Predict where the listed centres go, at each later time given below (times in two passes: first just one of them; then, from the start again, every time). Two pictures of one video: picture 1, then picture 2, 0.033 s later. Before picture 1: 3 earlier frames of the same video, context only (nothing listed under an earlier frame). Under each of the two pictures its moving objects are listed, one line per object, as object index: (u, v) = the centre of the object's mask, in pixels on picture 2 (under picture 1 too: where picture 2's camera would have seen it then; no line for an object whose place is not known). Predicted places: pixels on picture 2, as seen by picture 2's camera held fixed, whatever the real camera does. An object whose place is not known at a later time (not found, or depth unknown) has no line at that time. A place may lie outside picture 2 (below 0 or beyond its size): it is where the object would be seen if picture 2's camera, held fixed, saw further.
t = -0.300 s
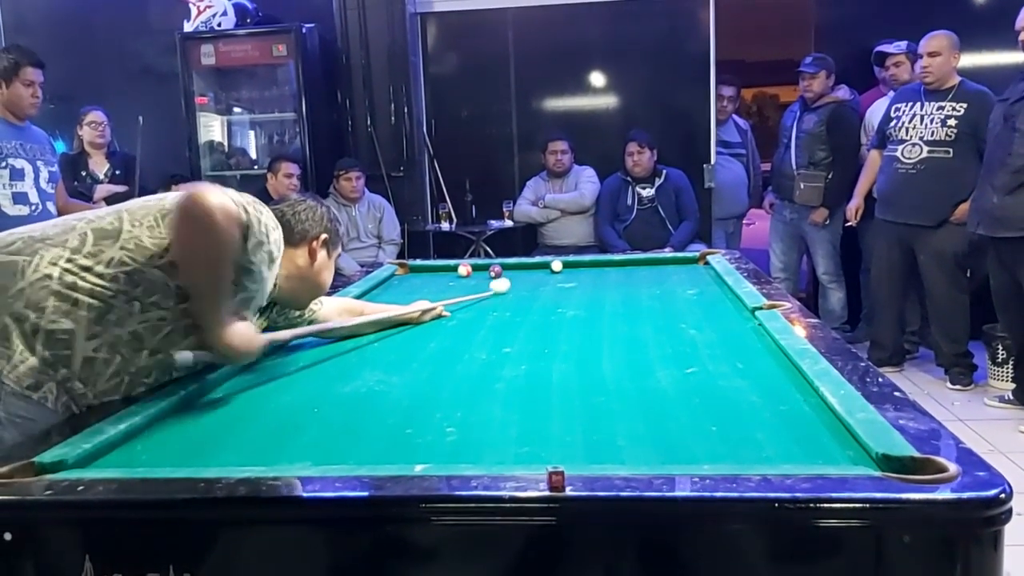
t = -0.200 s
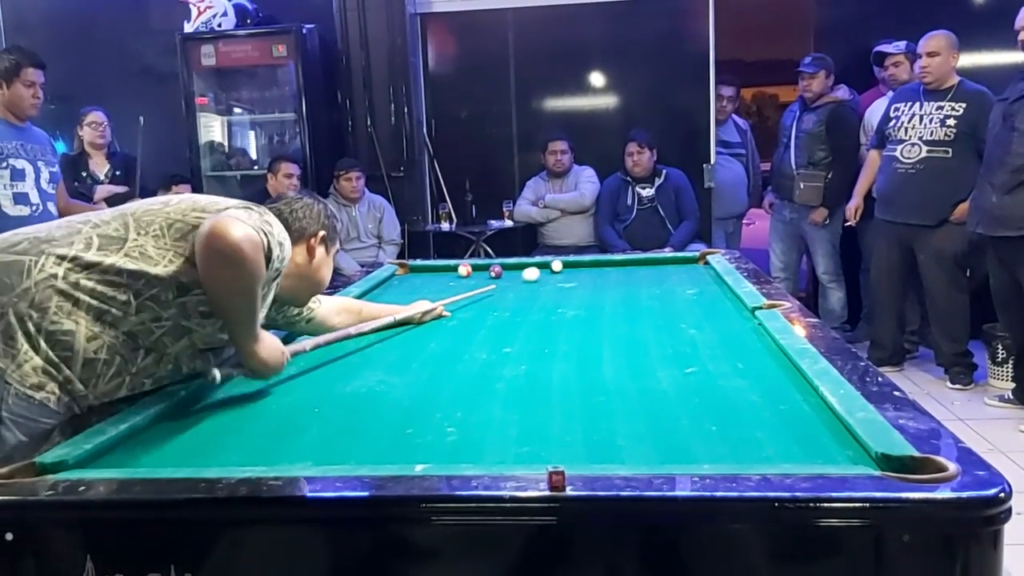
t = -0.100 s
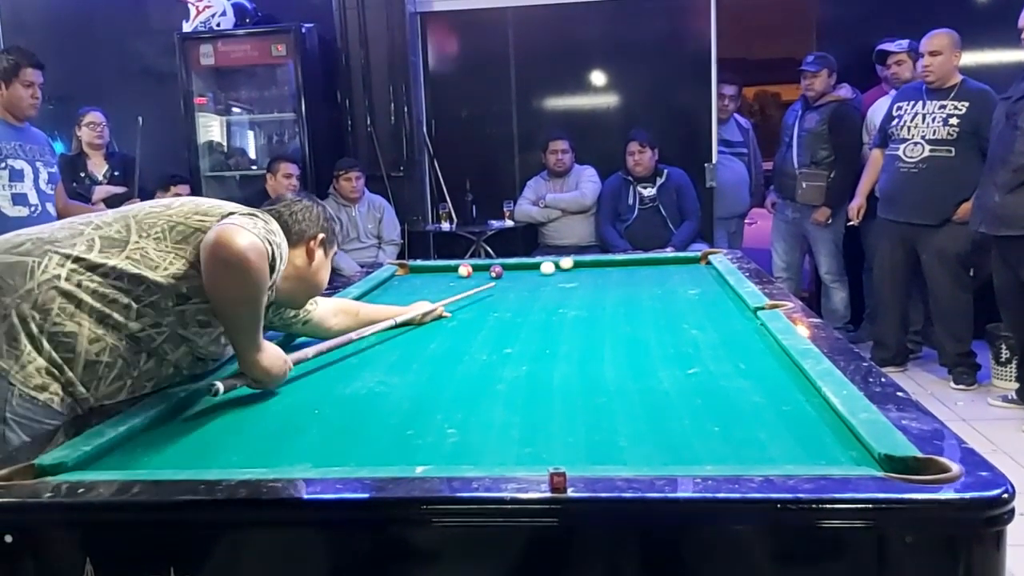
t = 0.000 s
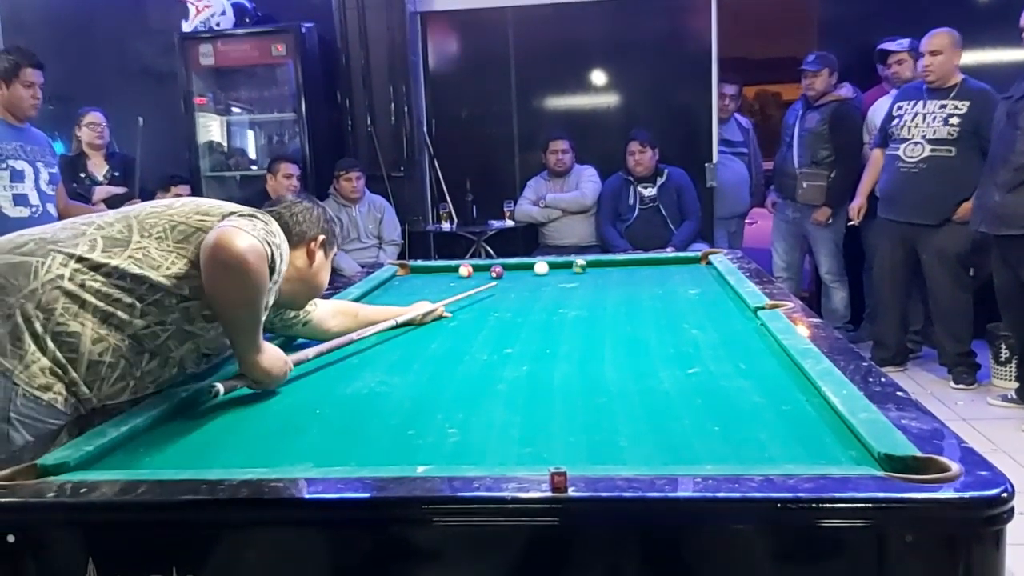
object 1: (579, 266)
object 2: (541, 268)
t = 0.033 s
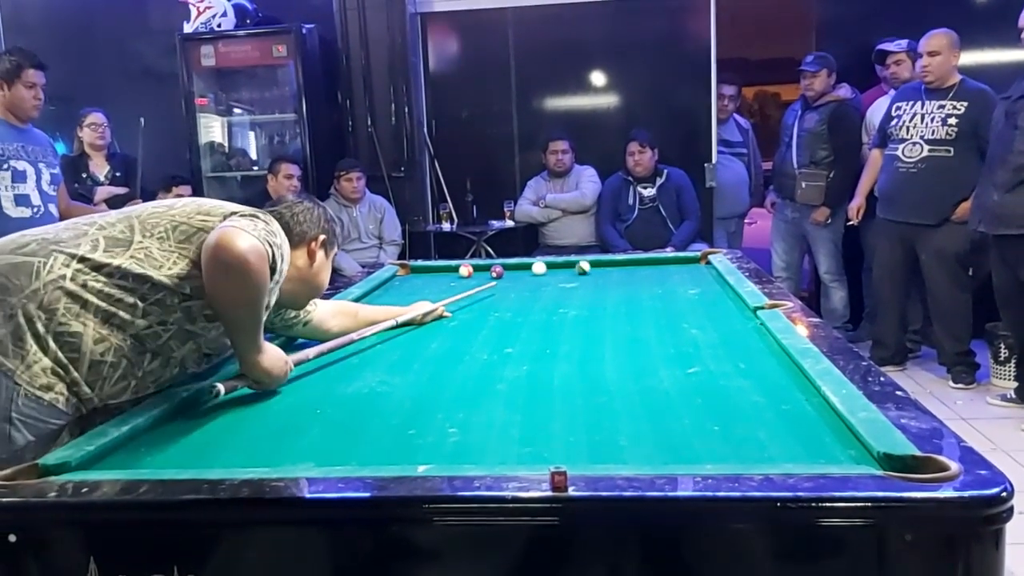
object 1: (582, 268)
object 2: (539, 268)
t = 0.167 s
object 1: (595, 274)
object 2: (530, 268)
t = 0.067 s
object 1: (585, 269)
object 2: (537, 268)
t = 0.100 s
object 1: (589, 270)
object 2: (534, 268)
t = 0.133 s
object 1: (594, 272)
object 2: (532, 268)
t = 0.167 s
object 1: (595, 274)
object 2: (530, 268)
